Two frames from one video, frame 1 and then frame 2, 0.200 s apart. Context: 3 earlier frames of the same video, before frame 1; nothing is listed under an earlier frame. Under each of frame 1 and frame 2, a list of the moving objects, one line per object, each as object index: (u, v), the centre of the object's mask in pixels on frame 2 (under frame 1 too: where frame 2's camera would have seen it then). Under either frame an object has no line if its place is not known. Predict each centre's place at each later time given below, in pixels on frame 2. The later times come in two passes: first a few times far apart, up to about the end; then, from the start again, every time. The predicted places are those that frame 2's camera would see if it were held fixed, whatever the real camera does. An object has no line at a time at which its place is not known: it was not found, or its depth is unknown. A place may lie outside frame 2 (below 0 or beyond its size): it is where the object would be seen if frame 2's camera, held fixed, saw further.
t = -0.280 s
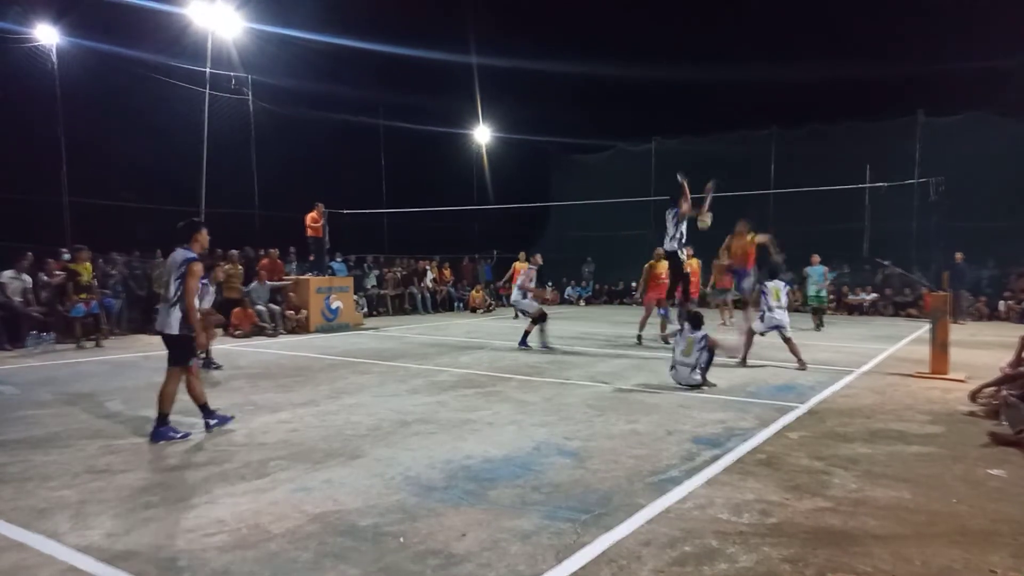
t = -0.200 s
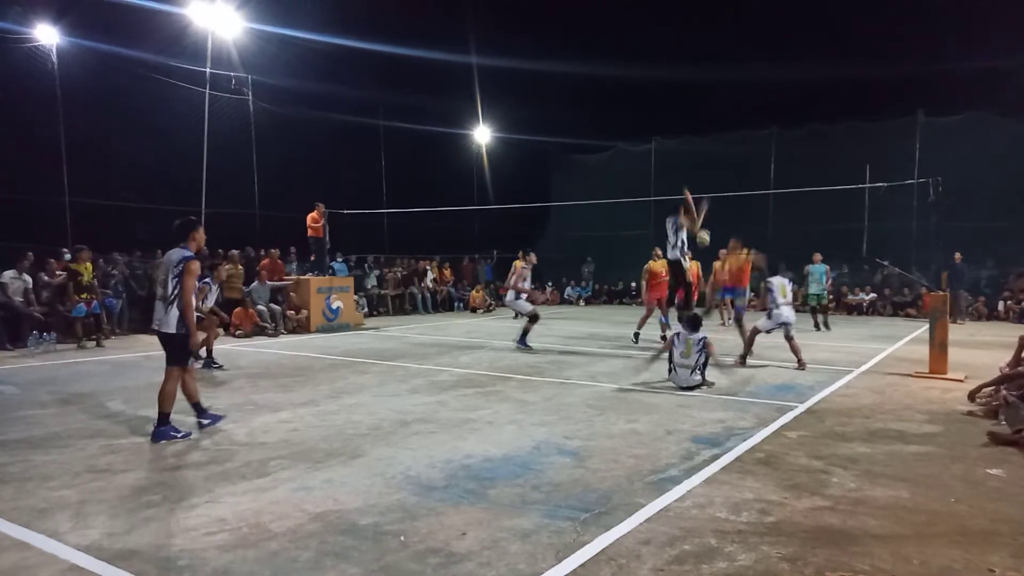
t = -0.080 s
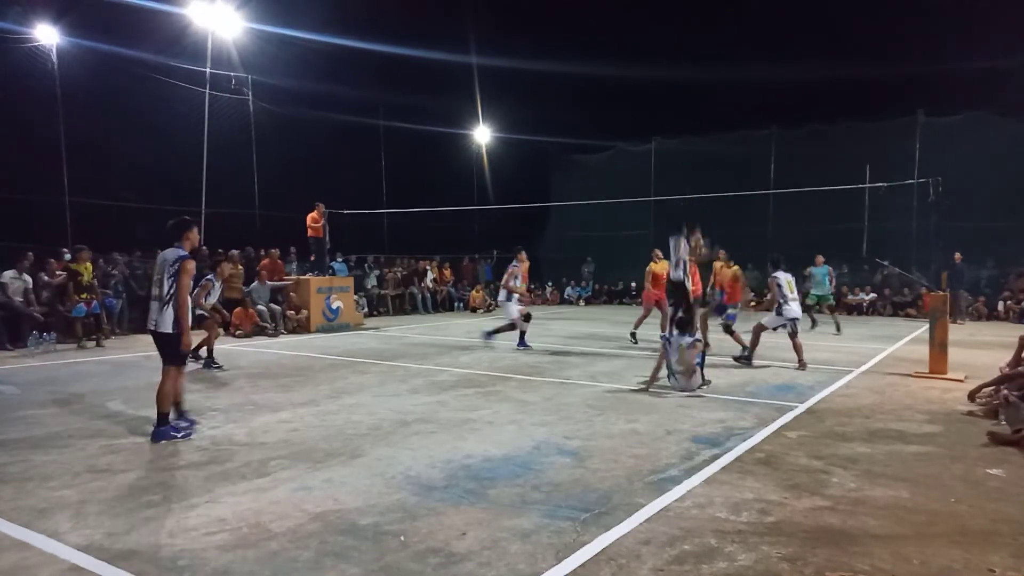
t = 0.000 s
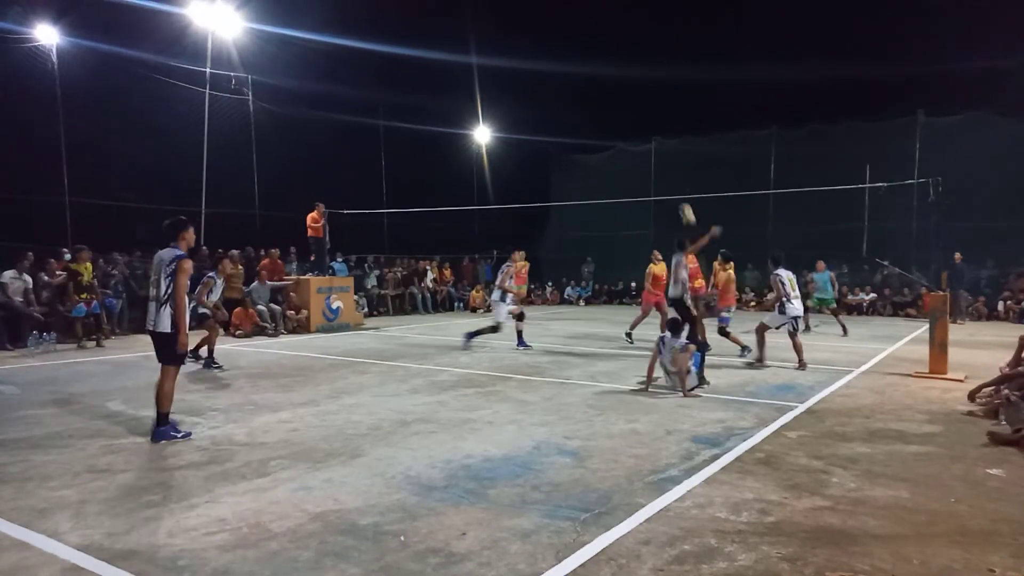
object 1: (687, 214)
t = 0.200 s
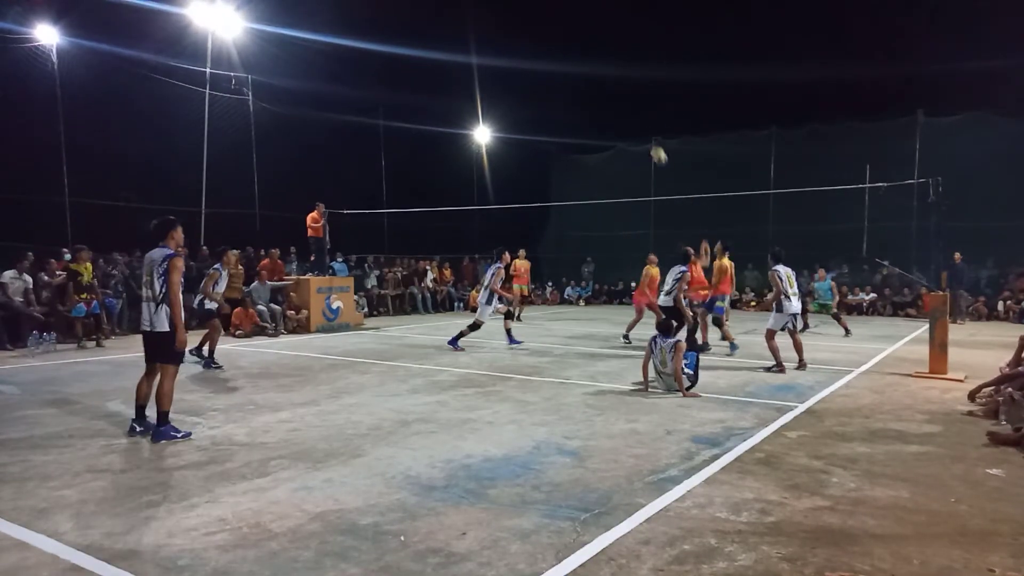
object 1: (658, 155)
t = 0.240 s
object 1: (653, 146)
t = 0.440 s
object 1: (623, 119)
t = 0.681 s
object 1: (590, 115)
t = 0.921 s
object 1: (556, 146)
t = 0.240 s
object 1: (653, 146)
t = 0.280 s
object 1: (647, 138)
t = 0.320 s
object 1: (641, 132)
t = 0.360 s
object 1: (635, 127)
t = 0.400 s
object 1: (629, 123)
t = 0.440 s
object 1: (623, 119)
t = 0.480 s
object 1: (618, 115)
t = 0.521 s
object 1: (613, 111)
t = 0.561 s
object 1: (608, 110)
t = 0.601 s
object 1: (602, 112)
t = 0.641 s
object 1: (595, 113)
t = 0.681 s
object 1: (590, 115)
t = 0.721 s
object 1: (584, 118)
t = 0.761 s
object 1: (578, 121)
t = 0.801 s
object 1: (572, 126)
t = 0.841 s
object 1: (567, 132)
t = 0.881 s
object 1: (562, 138)
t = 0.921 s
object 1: (556, 146)
